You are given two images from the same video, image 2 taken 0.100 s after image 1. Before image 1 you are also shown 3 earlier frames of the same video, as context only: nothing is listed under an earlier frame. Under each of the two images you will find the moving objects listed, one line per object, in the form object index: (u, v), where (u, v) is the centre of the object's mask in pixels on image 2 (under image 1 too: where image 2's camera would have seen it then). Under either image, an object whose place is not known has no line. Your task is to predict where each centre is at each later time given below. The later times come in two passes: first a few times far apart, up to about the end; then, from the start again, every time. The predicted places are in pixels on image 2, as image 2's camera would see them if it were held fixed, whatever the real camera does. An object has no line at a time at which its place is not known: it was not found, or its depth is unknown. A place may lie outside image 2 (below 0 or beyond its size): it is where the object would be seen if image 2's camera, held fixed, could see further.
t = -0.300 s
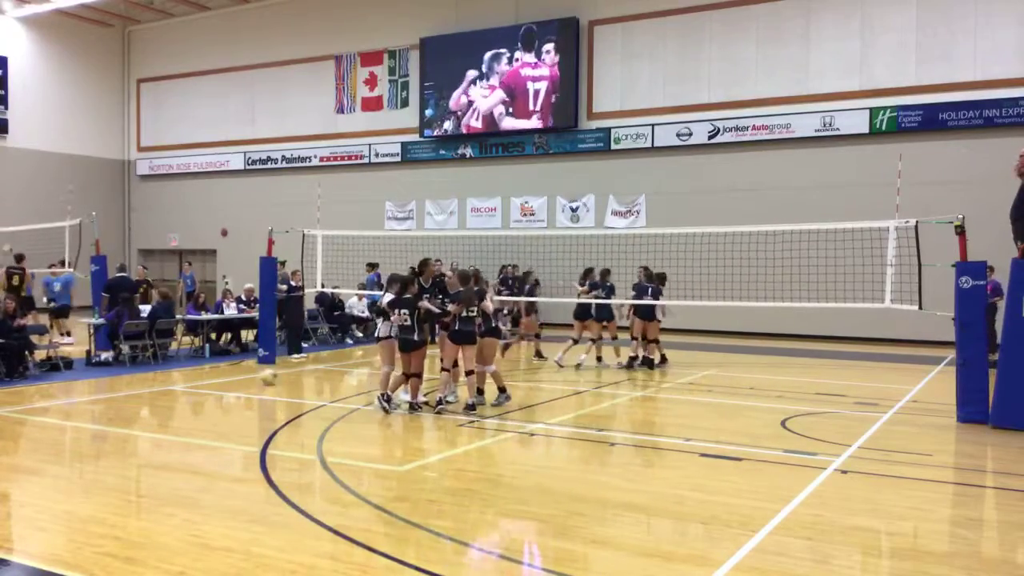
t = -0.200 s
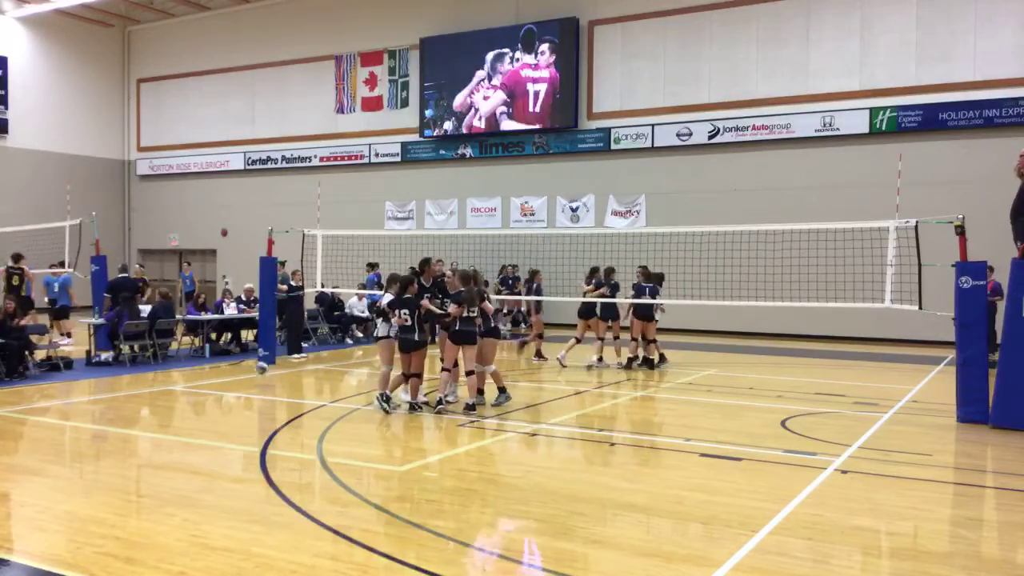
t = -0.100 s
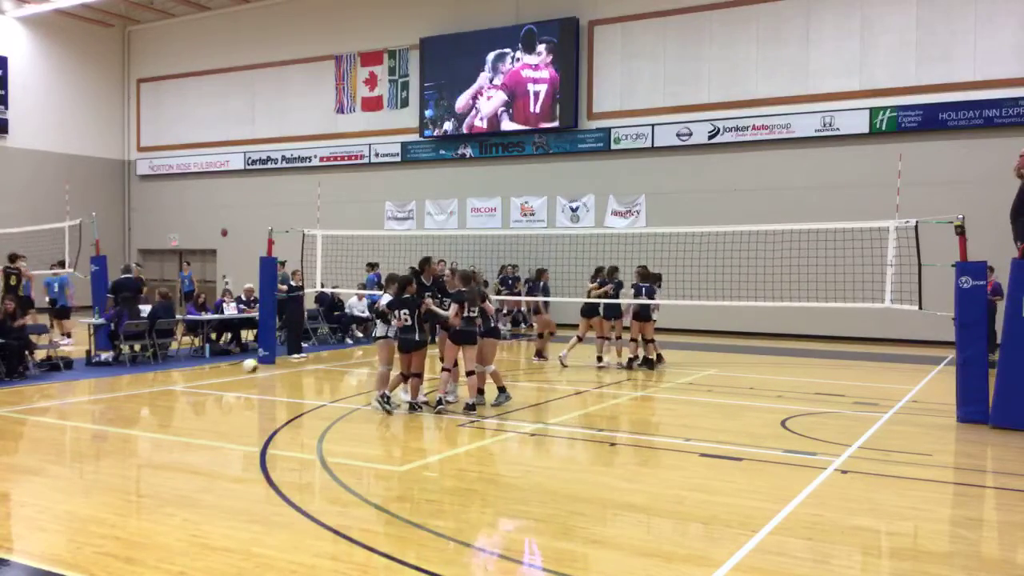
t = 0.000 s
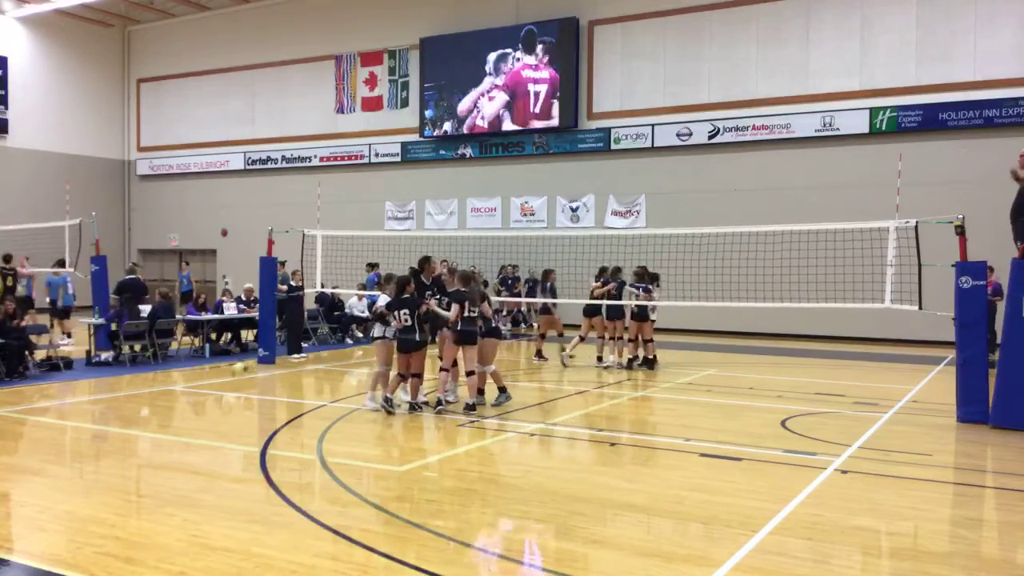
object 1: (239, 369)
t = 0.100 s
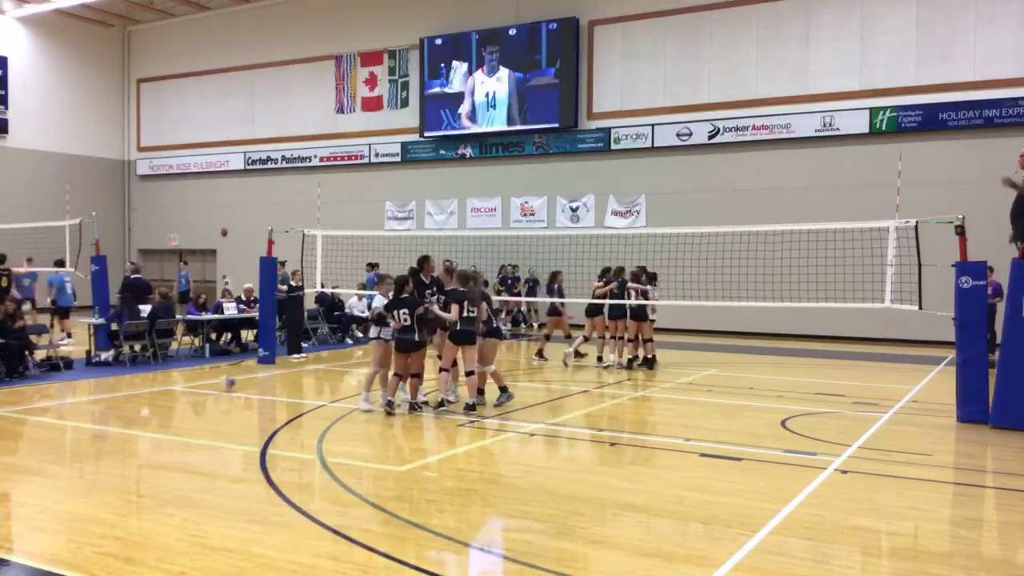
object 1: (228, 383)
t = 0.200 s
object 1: (218, 379)
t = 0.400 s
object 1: (195, 382)
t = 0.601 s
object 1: (174, 384)
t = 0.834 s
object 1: (146, 392)
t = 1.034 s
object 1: (120, 396)
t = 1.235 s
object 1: (94, 404)
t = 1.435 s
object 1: (66, 411)
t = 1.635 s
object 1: (38, 416)
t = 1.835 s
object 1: (8, 421)
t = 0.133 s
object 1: (225, 383)
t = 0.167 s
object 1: (222, 380)
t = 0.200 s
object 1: (218, 379)
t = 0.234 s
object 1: (214, 377)
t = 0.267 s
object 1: (211, 376)
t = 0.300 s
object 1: (209, 375)
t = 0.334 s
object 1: (203, 377)
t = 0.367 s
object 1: (199, 378)
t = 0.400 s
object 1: (195, 382)
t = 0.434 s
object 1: (192, 388)
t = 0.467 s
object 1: (189, 390)
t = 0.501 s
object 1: (185, 389)
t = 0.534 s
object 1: (181, 386)
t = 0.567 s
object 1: (177, 386)
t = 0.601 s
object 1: (174, 384)
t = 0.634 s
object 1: (170, 385)
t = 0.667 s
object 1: (166, 385)
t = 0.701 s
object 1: (162, 390)
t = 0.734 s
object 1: (157, 396)
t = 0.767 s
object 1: (154, 396)
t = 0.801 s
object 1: (150, 394)
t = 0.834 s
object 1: (146, 392)
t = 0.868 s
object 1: (142, 393)
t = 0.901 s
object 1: (138, 394)
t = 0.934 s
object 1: (135, 396)
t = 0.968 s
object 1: (130, 400)
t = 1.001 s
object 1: (124, 401)
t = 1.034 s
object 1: (120, 396)
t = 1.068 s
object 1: (115, 398)
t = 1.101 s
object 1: (110, 401)
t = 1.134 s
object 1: (107, 404)
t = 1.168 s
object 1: (102, 405)
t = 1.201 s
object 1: (99, 404)
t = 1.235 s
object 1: (94, 404)
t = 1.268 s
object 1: (89, 405)
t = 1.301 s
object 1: (85, 407)
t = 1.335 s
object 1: (81, 408)
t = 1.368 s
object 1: (77, 407)
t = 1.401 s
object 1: (71, 407)
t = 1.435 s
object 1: (66, 411)
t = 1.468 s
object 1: (62, 413)
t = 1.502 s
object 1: (58, 412)
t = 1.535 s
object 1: (54, 413)
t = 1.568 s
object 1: (47, 414)
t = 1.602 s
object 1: (43, 414)
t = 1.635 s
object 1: (38, 416)
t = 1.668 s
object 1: (34, 417)
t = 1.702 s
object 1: (29, 419)
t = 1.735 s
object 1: (24, 419)
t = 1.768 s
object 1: (18, 420)
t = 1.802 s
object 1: (13, 421)
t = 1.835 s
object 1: (8, 421)
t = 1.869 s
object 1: (6, 422)
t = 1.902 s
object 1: (4, 422)
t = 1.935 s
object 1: (3, 421)
